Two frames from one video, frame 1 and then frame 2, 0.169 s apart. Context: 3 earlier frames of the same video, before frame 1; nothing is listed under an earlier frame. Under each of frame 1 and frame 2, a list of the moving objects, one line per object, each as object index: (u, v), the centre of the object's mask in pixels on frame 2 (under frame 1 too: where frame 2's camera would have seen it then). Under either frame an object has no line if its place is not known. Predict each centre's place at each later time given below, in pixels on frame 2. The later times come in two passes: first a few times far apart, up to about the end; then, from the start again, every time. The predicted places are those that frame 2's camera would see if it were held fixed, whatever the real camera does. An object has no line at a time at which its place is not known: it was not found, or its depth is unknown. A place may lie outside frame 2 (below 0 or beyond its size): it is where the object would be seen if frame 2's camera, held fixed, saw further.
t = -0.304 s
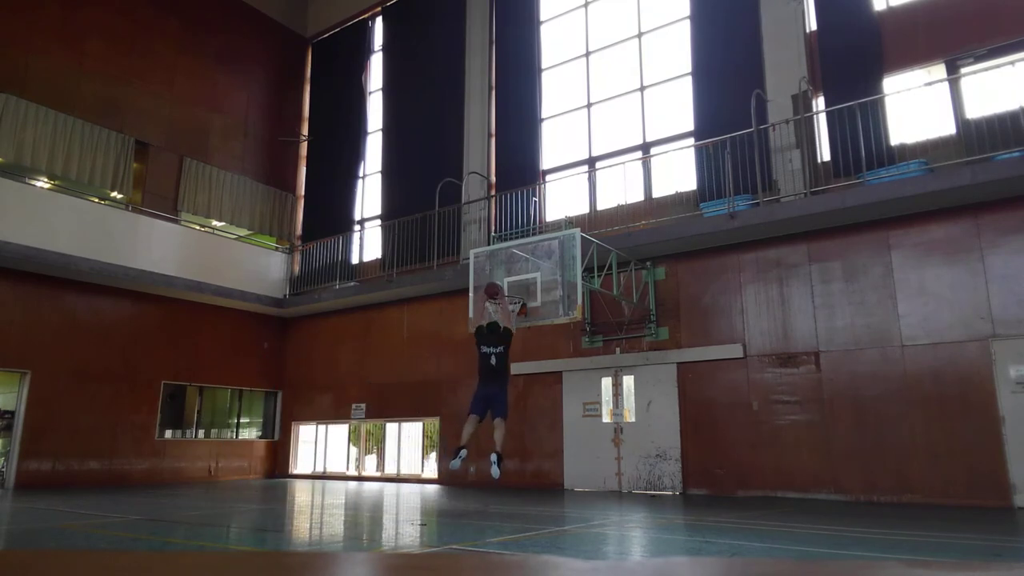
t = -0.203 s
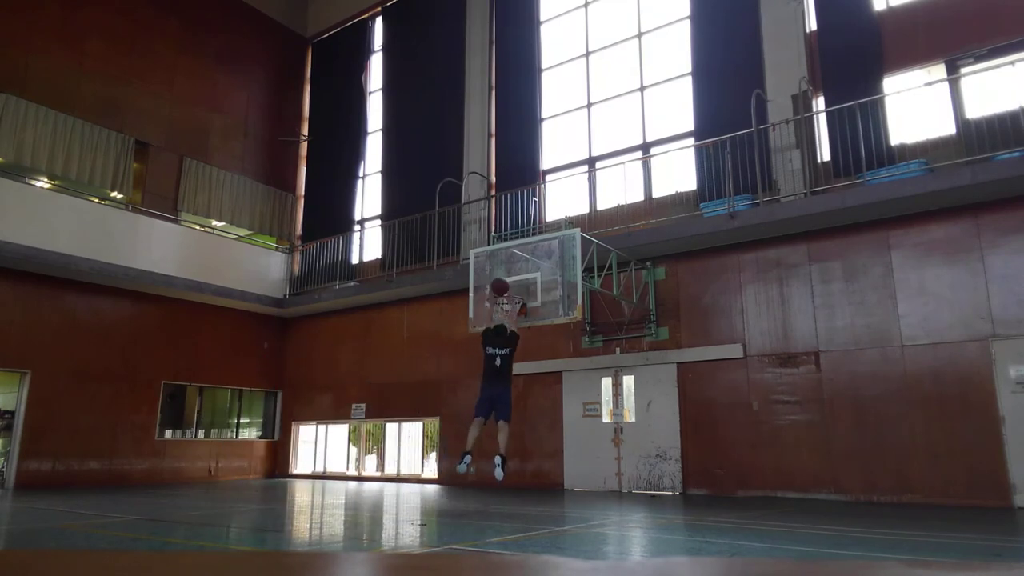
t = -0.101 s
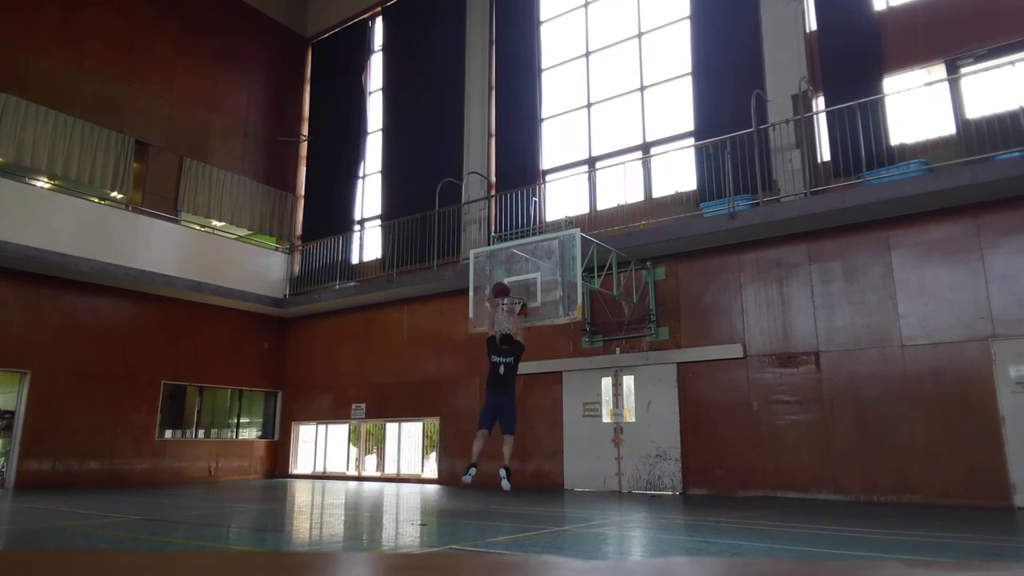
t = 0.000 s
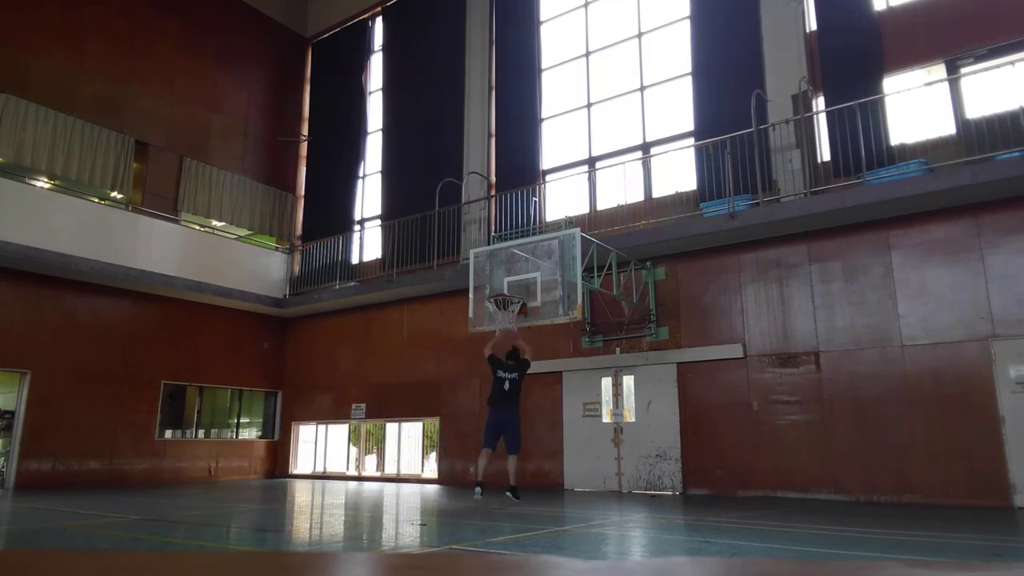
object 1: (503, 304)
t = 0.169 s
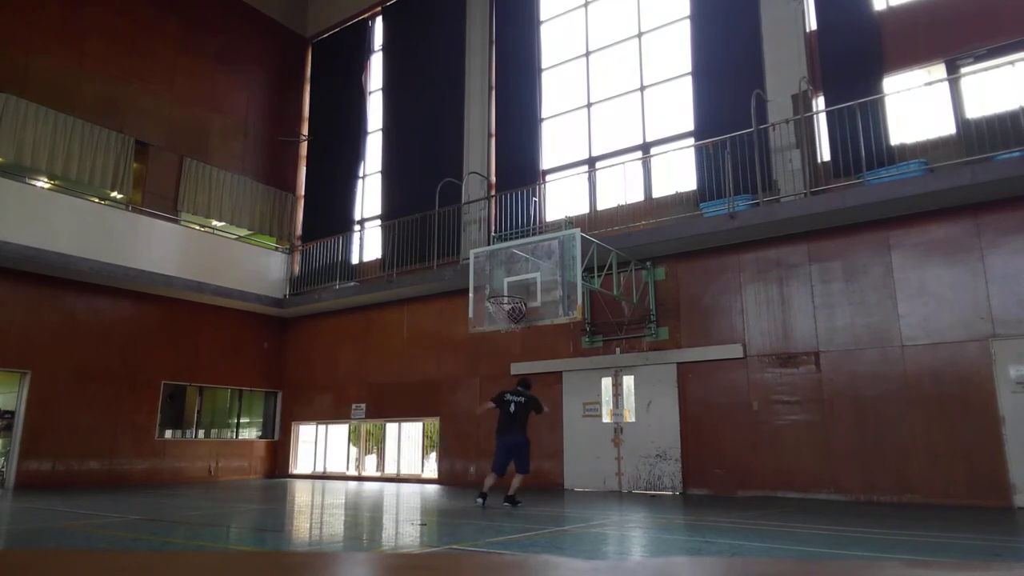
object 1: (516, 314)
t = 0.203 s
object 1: (515, 315)
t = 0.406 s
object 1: (502, 326)
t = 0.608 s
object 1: (490, 341)
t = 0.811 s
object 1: (480, 390)
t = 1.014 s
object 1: (471, 472)
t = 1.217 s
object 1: (473, 442)
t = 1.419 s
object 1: (476, 404)
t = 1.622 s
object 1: (478, 397)
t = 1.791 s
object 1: (480, 414)
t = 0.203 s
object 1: (515, 315)
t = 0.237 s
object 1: (514, 316)
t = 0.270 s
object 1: (512, 317)
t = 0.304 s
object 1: (509, 318)
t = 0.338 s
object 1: (506, 320)
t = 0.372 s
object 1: (503, 323)
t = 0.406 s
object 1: (502, 326)
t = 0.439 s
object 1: (499, 326)
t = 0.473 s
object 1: (495, 327)
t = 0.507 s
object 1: (493, 329)
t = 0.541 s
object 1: (492, 332)
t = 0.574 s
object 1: (491, 336)
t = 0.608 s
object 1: (490, 341)
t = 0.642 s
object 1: (488, 347)
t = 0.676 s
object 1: (484, 353)
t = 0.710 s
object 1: (483, 360)
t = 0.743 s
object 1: (482, 370)
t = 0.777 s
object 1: (481, 379)
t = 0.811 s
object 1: (480, 390)
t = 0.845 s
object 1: (477, 401)
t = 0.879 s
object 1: (477, 414)
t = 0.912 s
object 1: (477, 428)
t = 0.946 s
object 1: (475, 441)
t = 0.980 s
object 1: (473, 456)
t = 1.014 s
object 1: (471, 472)
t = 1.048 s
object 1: (469, 490)
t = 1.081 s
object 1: (470, 488)
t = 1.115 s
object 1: (470, 474)
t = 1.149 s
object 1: (471, 463)
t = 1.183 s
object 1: (472, 451)
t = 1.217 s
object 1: (473, 442)
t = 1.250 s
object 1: (474, 433)
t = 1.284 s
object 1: (474, 426)
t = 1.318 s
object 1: (475, 419)
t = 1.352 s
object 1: (475, 413)
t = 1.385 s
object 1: (476, 408)
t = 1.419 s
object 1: (476, 404)
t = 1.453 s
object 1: (477, 401)
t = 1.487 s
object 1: (477, 399)
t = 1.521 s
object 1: (478, 397)
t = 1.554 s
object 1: (478, 397)
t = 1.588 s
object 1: (478, 397)
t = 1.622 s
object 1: (478, 397)
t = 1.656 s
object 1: (479, 398)
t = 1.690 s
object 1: (479, 401)
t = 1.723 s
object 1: (480, 404)
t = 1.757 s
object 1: (480, 408)
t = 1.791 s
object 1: (480, 414)
